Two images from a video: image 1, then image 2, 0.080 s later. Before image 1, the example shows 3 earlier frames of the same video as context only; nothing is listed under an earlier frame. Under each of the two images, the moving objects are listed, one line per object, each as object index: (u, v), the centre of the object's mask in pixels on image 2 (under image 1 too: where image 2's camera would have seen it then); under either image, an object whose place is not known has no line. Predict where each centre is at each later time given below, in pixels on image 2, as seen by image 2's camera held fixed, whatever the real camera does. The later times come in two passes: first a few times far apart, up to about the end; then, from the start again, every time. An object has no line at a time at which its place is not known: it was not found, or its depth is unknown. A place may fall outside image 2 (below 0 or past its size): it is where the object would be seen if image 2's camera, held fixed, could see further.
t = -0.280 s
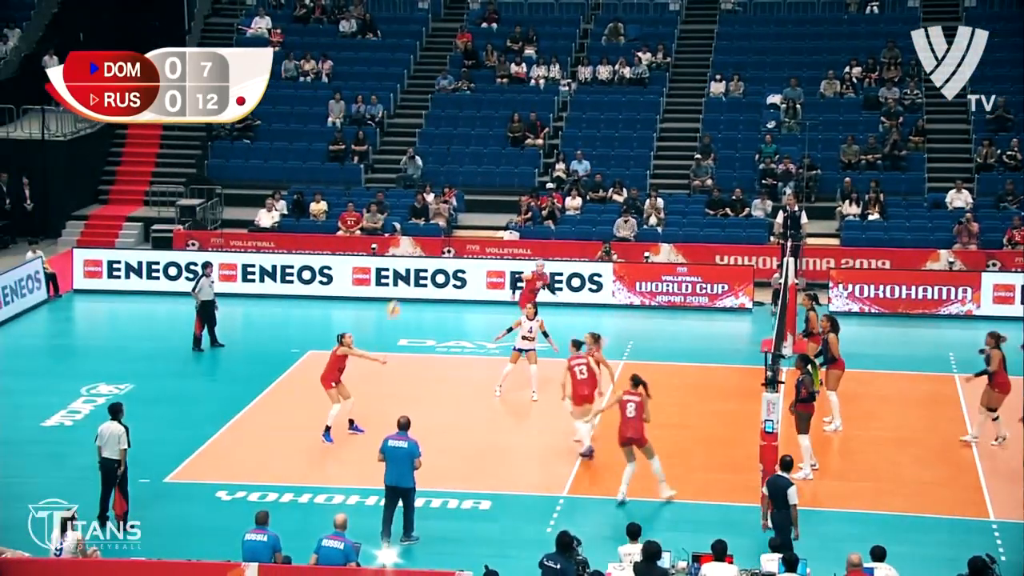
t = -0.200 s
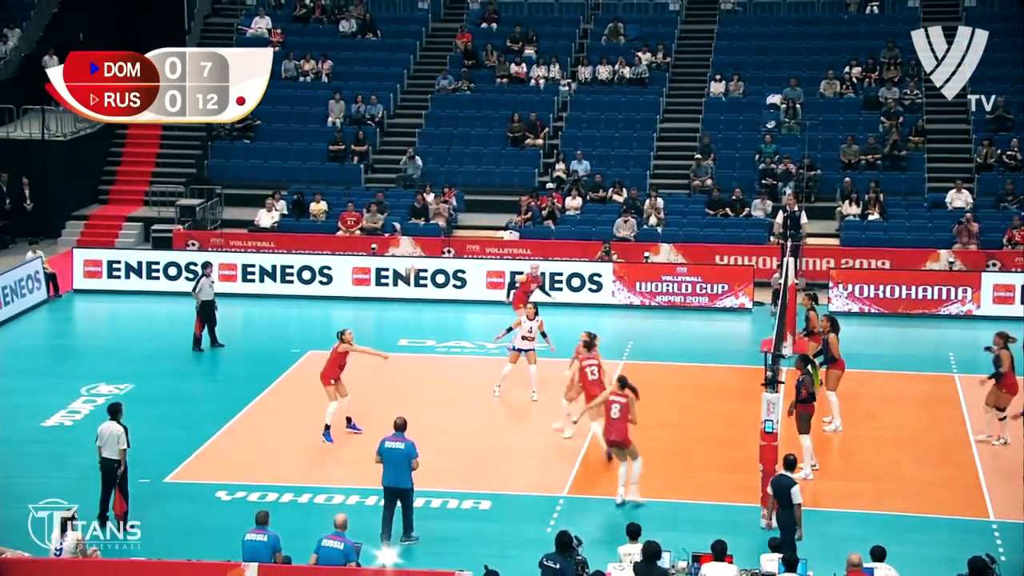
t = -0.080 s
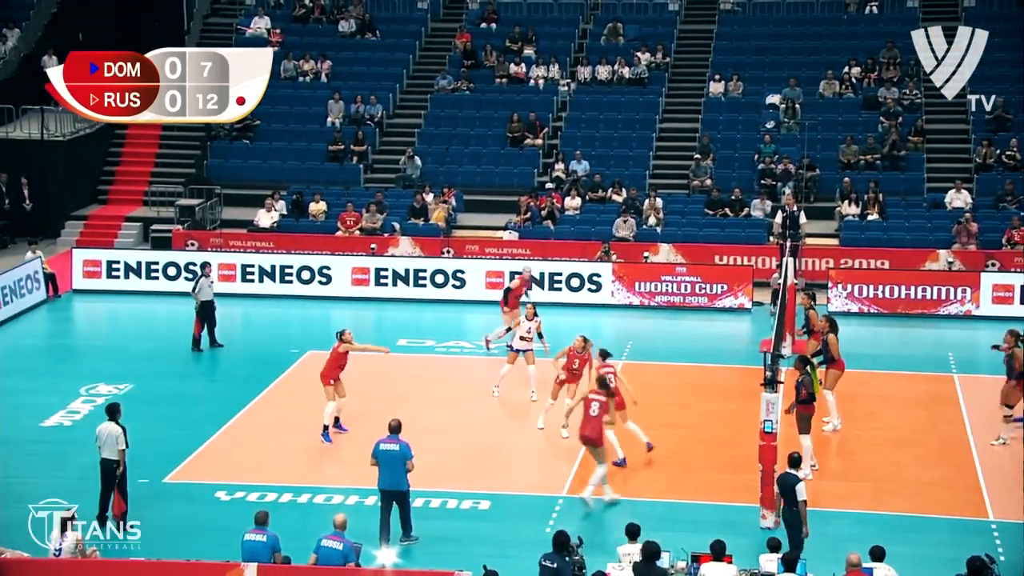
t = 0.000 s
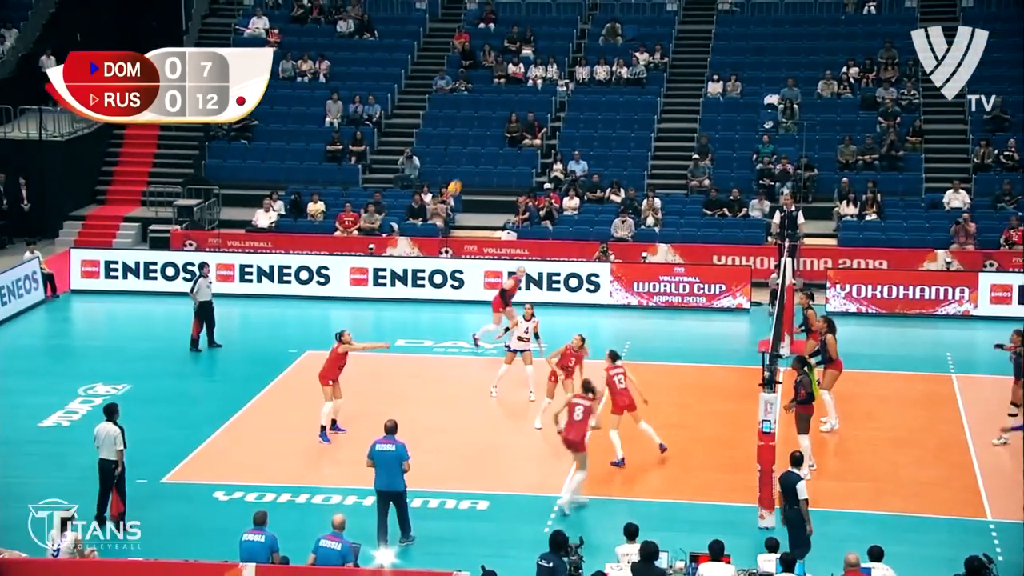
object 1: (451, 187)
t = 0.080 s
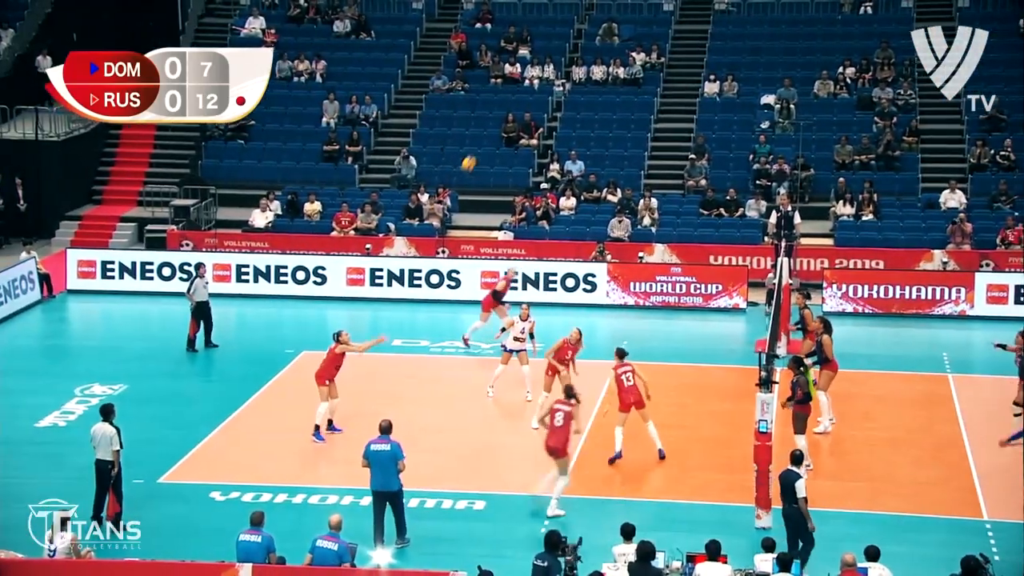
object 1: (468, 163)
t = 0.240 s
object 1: (503, 128)
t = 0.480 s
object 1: (553, 104)
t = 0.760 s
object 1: (610, 121)
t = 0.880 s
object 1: (632, 142)
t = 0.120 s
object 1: (477, 153)
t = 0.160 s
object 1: (485, 143)
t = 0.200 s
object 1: (494, 134)
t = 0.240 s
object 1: (503, 128)
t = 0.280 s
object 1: (512, 121)
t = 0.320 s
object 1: (520, 116)
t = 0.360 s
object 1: (528, 111)
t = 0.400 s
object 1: (537, 108)
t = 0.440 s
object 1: (545, 105)
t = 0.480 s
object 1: (553, 104)
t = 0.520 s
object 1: (561, 103)
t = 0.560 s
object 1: (570, 104)
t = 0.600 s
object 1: (578, 106)
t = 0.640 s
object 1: (586, 108)
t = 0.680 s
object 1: (594, 111)
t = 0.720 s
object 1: (602, 116)
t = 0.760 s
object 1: (610, 121)
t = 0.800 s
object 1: (617, 128)
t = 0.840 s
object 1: (625, 134)
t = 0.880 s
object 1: (632, 142)
